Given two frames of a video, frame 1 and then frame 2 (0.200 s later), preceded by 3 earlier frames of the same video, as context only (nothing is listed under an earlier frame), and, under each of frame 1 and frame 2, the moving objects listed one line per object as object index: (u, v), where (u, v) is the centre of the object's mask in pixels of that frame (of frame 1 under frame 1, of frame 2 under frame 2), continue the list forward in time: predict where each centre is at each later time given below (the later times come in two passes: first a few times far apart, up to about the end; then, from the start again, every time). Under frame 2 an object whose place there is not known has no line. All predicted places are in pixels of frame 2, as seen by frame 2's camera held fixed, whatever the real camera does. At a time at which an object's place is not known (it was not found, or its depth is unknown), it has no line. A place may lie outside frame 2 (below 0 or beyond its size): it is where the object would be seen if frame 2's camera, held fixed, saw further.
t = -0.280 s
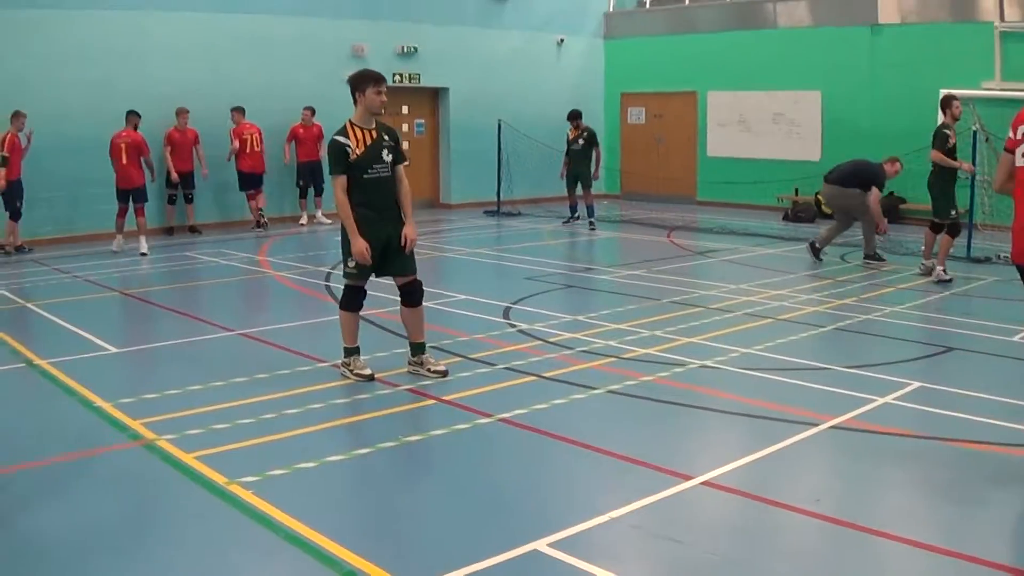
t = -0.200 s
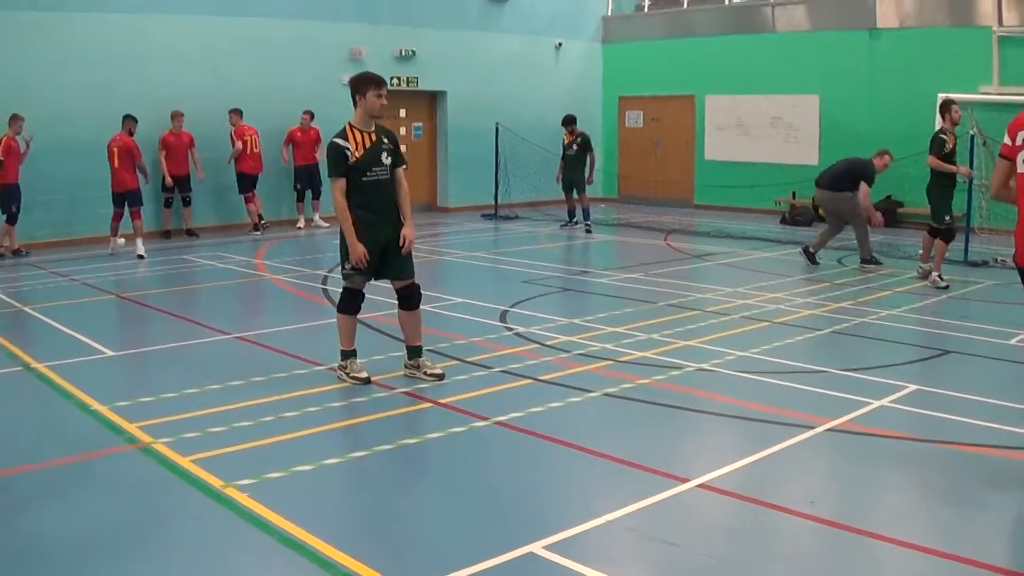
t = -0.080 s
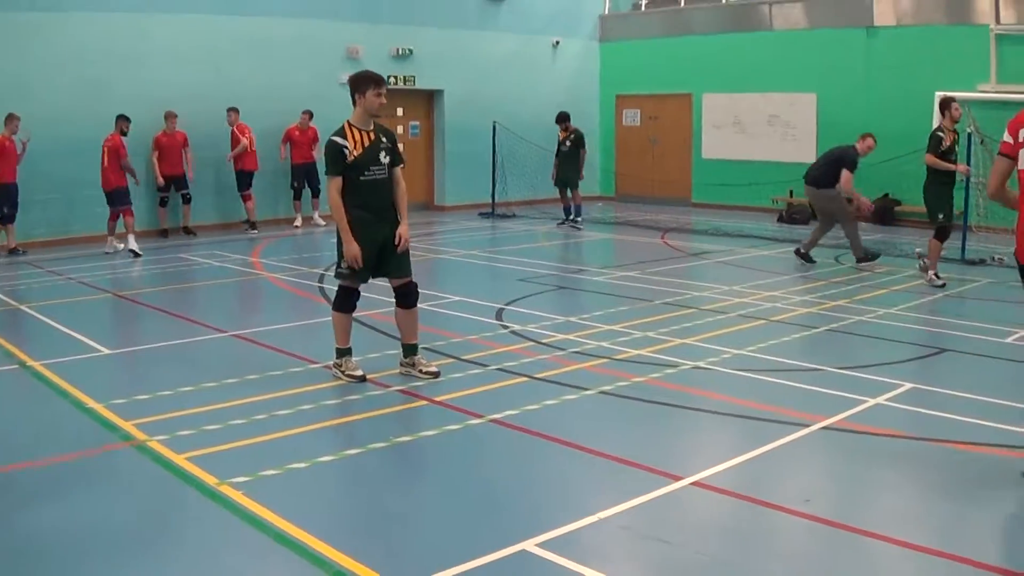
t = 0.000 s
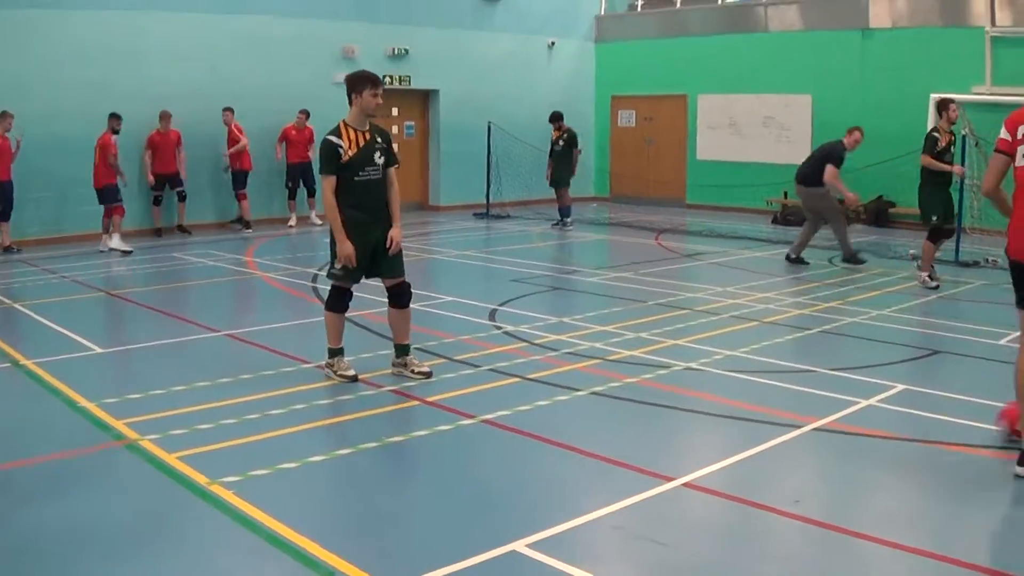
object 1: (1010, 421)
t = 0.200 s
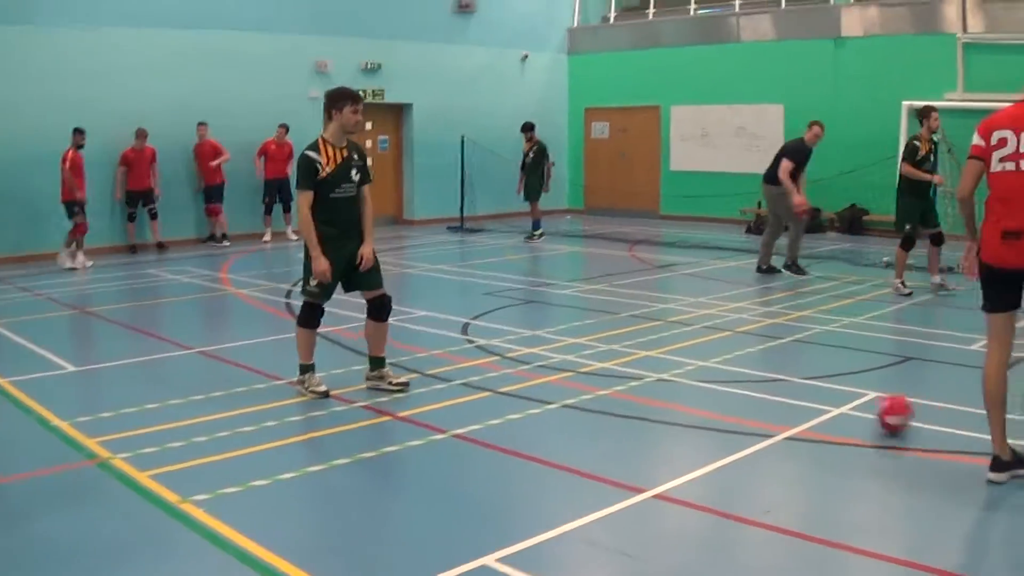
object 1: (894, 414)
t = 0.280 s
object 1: (857, 410)
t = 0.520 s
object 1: (756, 397)
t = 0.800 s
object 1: (647, 384)
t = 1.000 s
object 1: (579, 376)
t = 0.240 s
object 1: (875, 412)
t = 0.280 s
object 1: (857, 410)
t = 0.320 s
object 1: (842, 408)
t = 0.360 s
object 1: (826, 407)
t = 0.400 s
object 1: (807, 405)
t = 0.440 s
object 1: (790, 402)
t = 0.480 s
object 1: (774, 399)
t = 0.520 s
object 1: (756, 397)
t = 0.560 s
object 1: (740, 395)
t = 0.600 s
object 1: (723, 394)
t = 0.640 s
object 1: (708, 391)
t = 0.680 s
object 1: (693, 390)
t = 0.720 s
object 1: (677, 388)
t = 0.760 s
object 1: (661, 386)
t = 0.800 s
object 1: (647, 384)
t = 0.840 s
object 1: (631, 382)
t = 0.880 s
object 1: (618, 380)
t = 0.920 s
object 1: (605, 378)
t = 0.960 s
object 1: (593, 377)
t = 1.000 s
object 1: (579, 376)
